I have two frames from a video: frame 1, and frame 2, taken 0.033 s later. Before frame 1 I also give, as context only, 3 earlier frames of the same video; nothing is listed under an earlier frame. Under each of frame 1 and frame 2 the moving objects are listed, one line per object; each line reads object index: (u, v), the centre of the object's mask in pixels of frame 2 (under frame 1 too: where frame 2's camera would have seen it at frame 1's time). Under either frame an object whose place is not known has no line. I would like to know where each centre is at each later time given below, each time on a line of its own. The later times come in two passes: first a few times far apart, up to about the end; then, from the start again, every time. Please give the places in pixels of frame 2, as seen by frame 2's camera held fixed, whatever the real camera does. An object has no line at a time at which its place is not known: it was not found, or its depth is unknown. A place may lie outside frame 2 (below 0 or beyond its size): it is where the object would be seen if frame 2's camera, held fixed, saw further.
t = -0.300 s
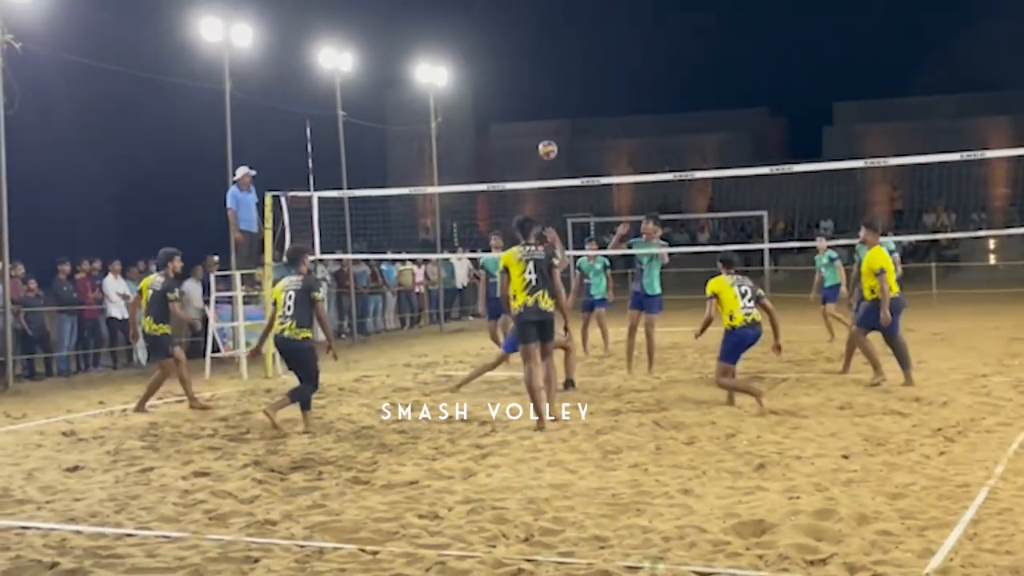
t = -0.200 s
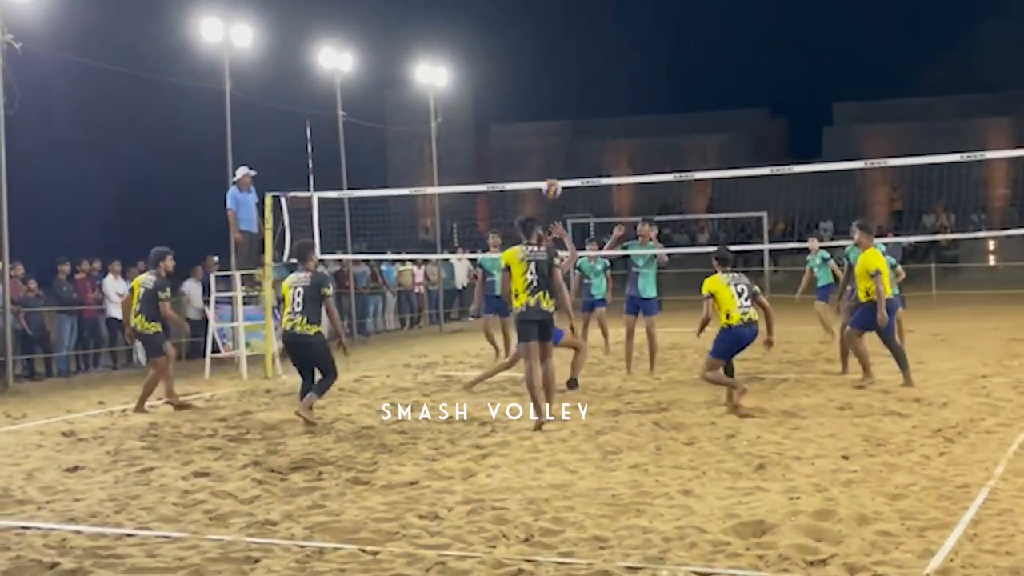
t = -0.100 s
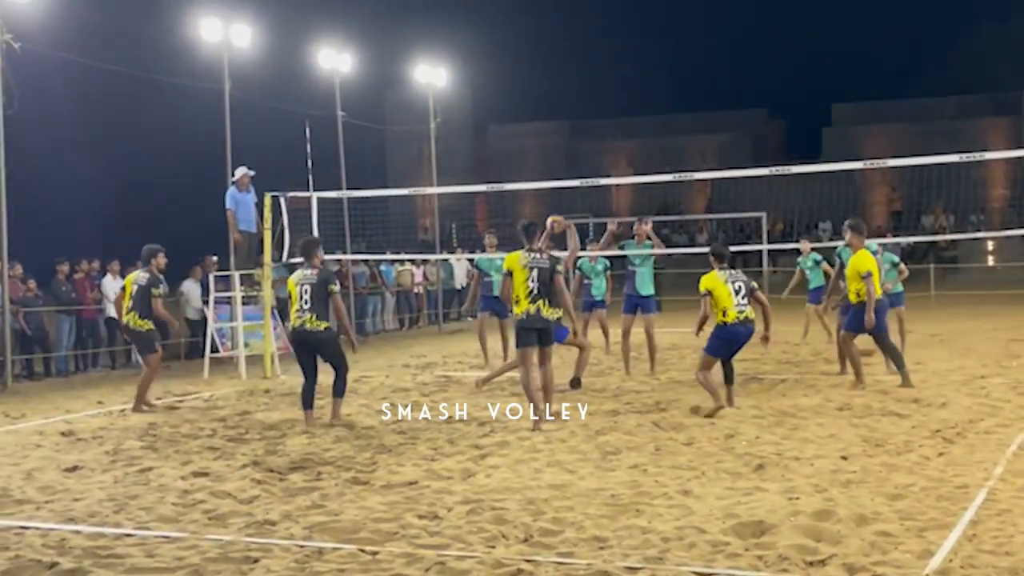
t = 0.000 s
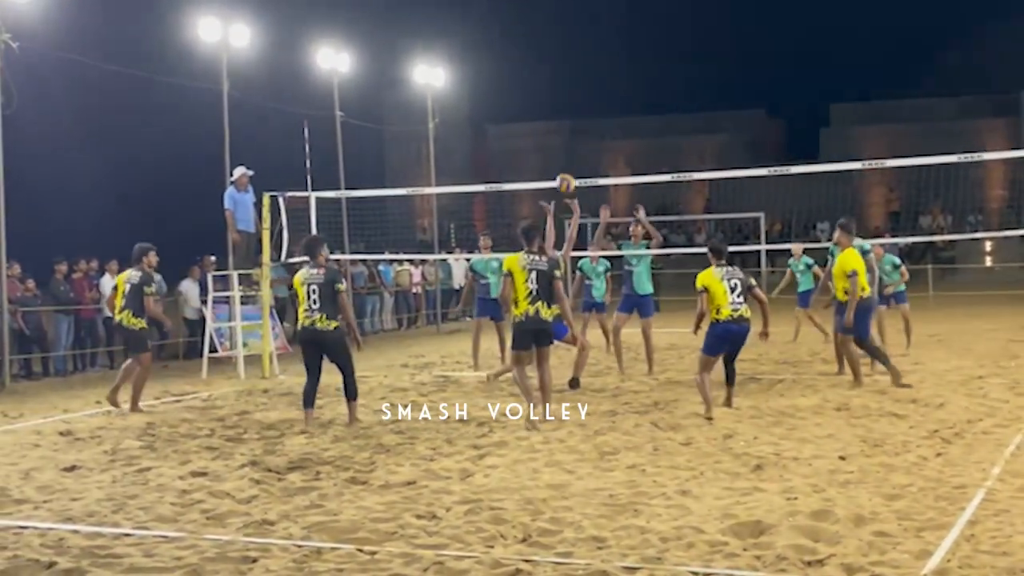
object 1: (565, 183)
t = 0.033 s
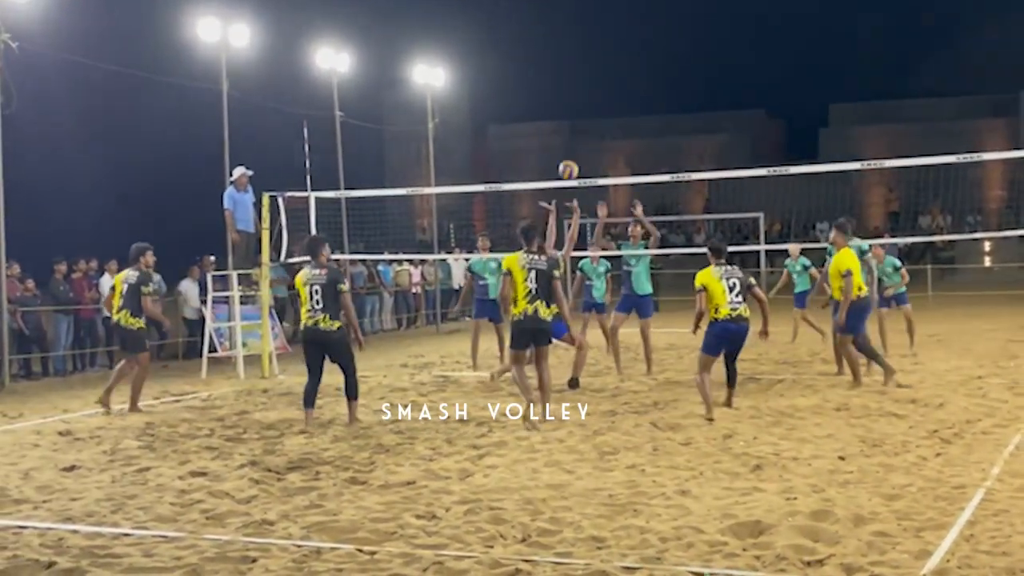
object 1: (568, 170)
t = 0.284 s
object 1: (600, 95)
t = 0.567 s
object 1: (638, 76)
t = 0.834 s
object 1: (675, 123)
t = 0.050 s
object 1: (570, 163)
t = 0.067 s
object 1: (572, 157)
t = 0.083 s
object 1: (575, 150)
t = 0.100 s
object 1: (577, 144)
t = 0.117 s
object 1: (579, 139)
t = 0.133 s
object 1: (581, 134)
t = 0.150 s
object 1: (583, 128)
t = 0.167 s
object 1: (585, 123)
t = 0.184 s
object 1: (587, 118)
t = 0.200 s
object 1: (589, 114)
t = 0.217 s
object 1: (591, 110)
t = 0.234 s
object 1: (594, 106)
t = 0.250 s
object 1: (596, 102)
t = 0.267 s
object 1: (598, 99)
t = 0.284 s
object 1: (600, 95)
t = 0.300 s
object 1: (602, 92)
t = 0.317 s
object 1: (604, 89)
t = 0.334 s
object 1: (607, 87)
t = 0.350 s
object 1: (609, 84)
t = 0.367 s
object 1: (611, 83)
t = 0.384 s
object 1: (613, 81)
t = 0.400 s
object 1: (615, 79)
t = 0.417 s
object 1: (618, 78)
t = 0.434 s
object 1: (620, 77)
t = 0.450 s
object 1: (622, 76)
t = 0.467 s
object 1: (624, 75)
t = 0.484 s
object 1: (626, 74)
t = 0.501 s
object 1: (629, 74)
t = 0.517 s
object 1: (631, 74)
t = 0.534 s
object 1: (633, 75)
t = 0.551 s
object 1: (636, 75)
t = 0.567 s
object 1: (638, 76)
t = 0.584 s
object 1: (641, 77)
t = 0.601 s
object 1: (643, 79)
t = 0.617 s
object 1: (645, 80)
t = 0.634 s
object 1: (648, 82)
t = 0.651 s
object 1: (650, 84)
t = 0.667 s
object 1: (652, 86)
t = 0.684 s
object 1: (654, 89)
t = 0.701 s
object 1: (657, 92)
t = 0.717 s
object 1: (659, 95)
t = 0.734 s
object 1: (661, 99)
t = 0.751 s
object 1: (664, 102)
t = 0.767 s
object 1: (666, 106)
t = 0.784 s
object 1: (668, 110)
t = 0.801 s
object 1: (671, 115)
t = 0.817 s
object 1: (673, 119)
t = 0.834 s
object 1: (675, 123)
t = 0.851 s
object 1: (678, 129)
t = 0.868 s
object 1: (680, 134)
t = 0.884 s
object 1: (683, 140)
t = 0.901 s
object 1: (685, 146)
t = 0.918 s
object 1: (687, 151)
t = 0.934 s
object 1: (690, 158)
